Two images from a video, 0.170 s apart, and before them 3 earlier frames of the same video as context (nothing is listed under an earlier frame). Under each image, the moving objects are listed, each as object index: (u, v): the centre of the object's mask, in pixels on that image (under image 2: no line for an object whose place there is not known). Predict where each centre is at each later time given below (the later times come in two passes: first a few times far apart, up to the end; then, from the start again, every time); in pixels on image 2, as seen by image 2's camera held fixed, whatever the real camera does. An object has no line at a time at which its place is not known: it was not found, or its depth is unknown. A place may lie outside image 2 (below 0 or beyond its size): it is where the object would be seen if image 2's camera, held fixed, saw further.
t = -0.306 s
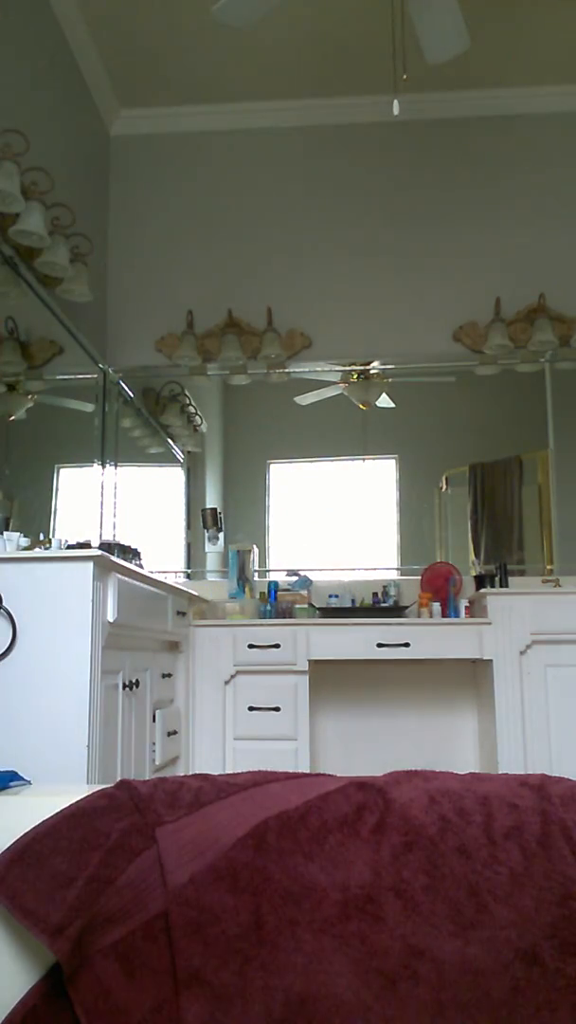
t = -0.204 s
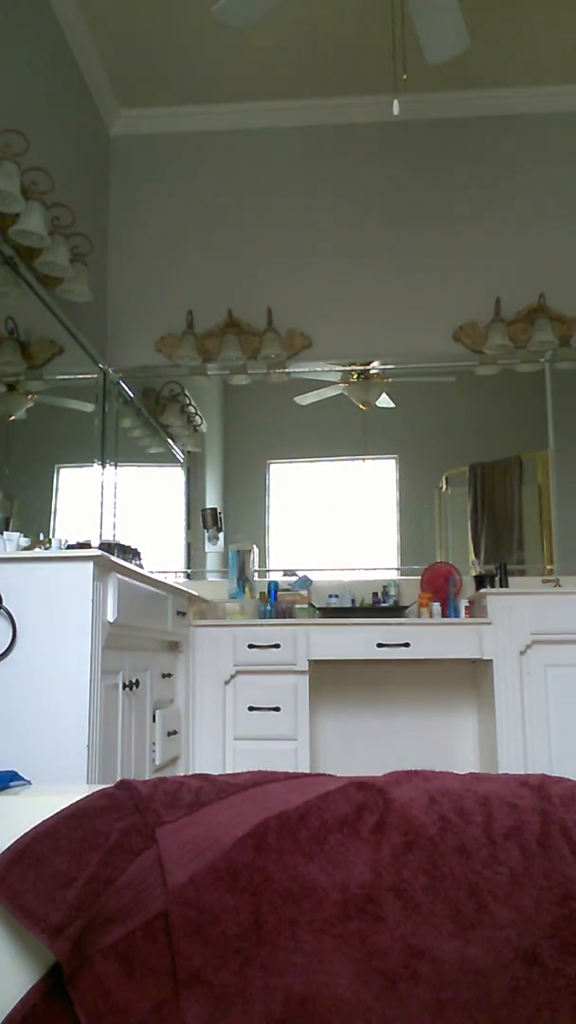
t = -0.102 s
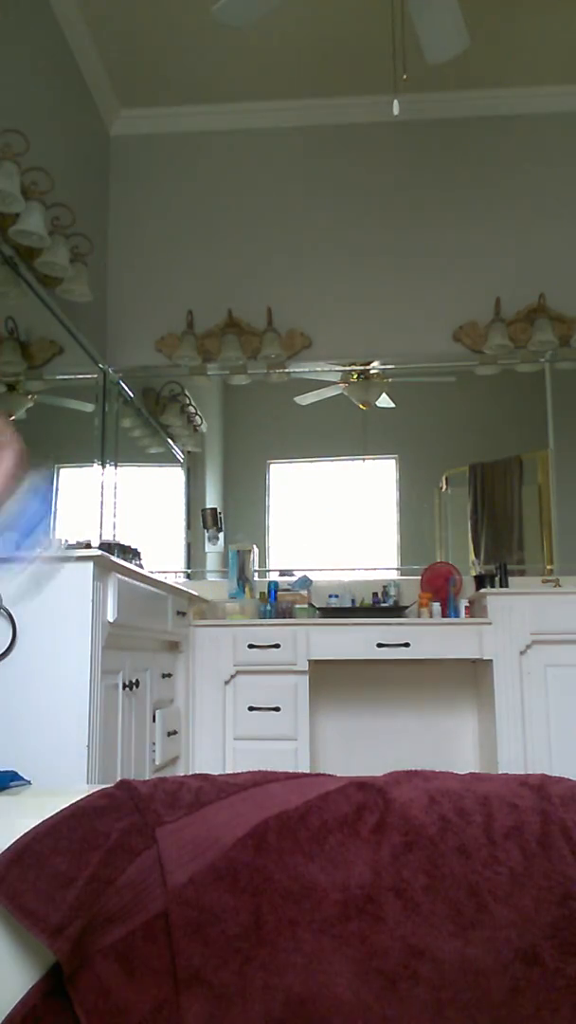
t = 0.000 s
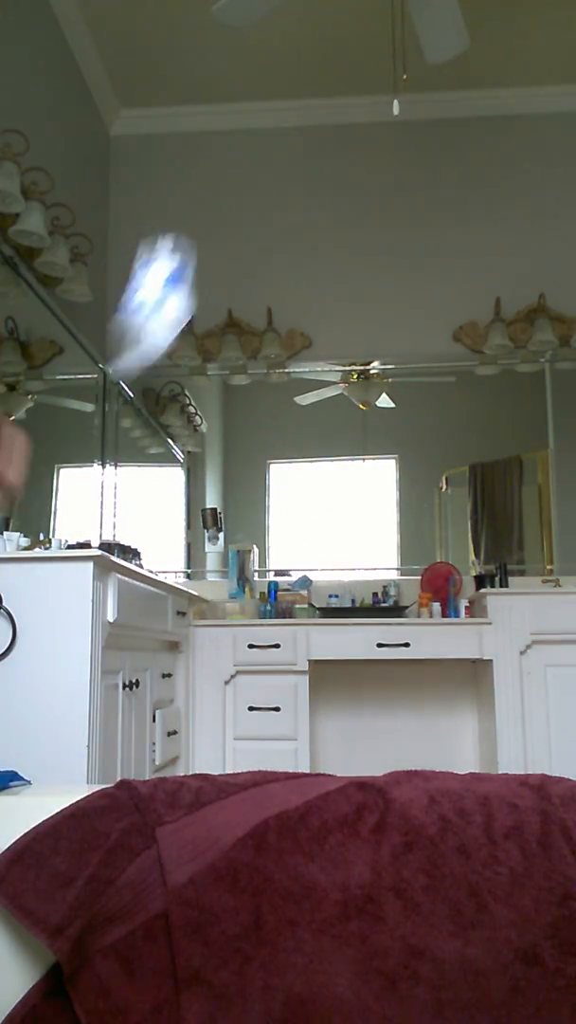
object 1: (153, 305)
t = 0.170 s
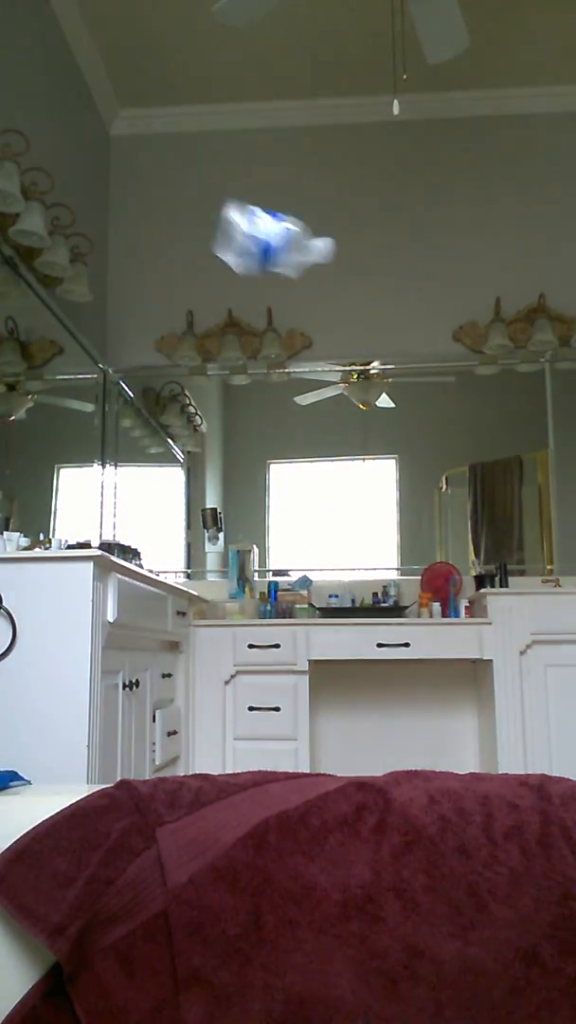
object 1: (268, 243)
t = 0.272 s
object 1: (326, 320)
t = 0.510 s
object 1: (445, 760)
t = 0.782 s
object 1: (430, 756)
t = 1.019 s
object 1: (457, 766)
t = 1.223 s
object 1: (496, 808)
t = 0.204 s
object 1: (288, 261)
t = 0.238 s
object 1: (307, 286)
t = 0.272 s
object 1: (326, 320)
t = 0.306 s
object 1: (345, 368)
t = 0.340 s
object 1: (363, 411)
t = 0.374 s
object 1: (390, 471)
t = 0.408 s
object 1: (413, 563)
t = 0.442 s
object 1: (428, 638)
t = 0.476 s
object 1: (454, 722)
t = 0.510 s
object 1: (445, 760)
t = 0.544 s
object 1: (434, 756)
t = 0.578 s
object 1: (428, 754)
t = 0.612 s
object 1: (424, 754)
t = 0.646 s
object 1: (421, 754)
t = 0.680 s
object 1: (421, 754)
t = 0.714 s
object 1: (422, 754)
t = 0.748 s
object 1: (425, 755)
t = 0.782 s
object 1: (430, 756)
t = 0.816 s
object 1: (433, 758)
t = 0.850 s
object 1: (440, 760)
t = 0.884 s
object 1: (445, 761)
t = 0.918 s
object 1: (448, 761)
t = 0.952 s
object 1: (451, 762)
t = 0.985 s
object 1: (453, 764)
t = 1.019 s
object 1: (457, 766)
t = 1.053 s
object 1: (462, 770)
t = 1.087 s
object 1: (468, 774)
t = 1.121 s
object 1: (474, 780)
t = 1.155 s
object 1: (480, 786)
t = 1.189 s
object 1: (487, 794)
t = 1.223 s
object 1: (496, 808)
